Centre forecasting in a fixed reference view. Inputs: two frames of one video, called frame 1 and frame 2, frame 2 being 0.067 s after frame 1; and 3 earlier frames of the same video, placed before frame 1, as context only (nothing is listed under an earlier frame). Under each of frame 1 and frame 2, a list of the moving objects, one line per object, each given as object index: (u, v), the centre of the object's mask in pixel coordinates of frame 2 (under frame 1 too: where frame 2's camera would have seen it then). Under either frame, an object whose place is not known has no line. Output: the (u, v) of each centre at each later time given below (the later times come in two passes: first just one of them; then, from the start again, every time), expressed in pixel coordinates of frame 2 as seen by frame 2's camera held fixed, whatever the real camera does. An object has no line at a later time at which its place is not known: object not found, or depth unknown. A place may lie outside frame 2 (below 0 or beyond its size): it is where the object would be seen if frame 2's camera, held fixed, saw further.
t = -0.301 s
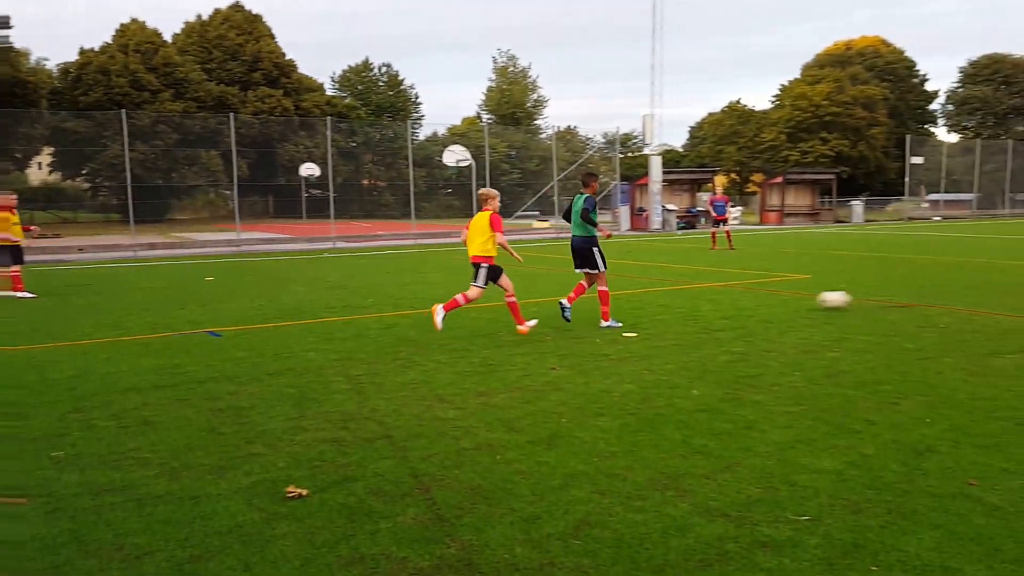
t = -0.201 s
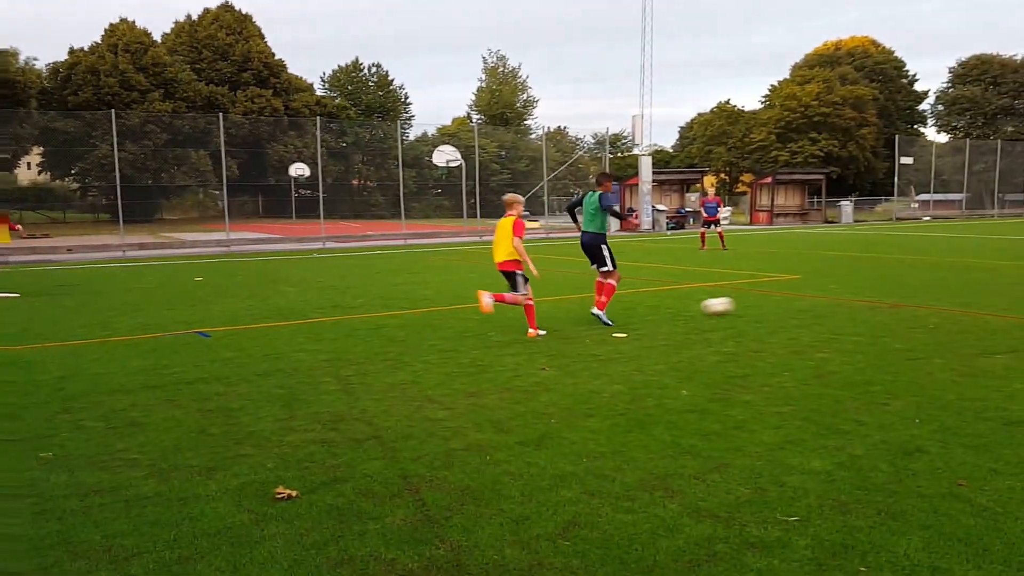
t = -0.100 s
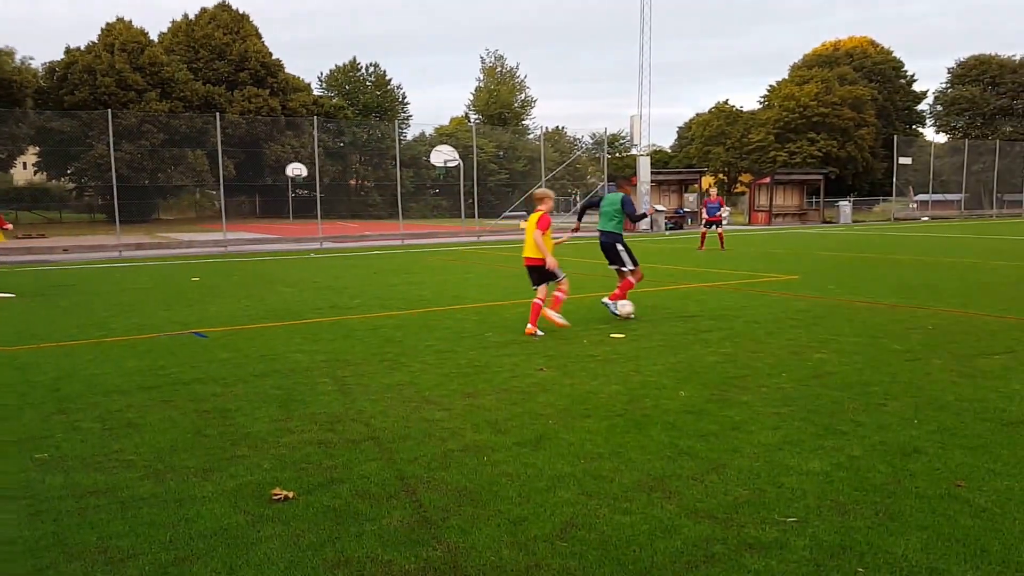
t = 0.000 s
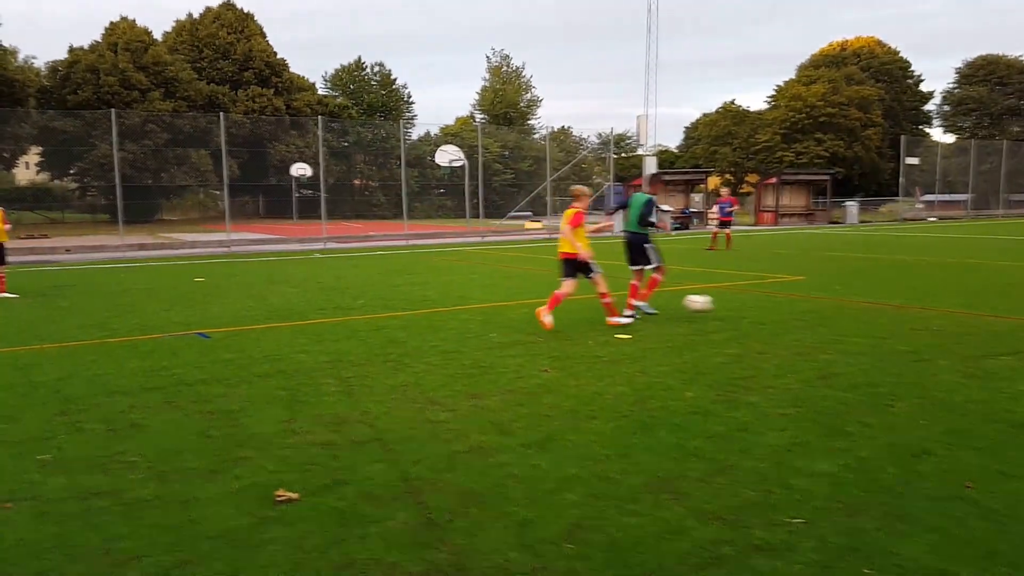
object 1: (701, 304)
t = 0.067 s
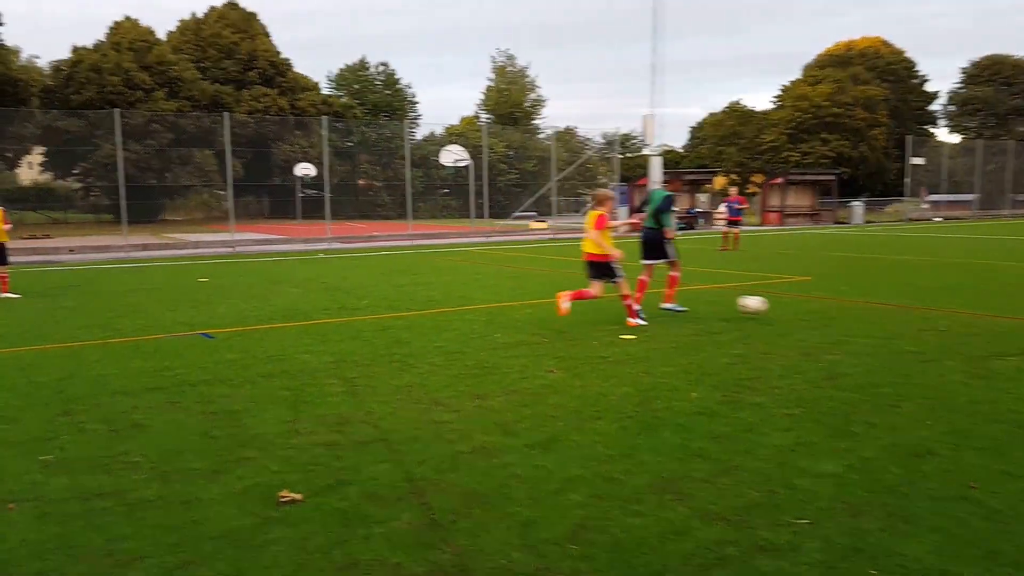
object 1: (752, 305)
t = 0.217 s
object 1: (857, 307)
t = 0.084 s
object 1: (765, 305)
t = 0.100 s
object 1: (777, 306)
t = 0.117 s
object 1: (790, 307)
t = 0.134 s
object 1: (803, 309)
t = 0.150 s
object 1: (816, 310)
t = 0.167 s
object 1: (827, 310)
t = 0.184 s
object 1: (837, 309)
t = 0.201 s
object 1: (847, 307)
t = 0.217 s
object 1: (857, 307)
